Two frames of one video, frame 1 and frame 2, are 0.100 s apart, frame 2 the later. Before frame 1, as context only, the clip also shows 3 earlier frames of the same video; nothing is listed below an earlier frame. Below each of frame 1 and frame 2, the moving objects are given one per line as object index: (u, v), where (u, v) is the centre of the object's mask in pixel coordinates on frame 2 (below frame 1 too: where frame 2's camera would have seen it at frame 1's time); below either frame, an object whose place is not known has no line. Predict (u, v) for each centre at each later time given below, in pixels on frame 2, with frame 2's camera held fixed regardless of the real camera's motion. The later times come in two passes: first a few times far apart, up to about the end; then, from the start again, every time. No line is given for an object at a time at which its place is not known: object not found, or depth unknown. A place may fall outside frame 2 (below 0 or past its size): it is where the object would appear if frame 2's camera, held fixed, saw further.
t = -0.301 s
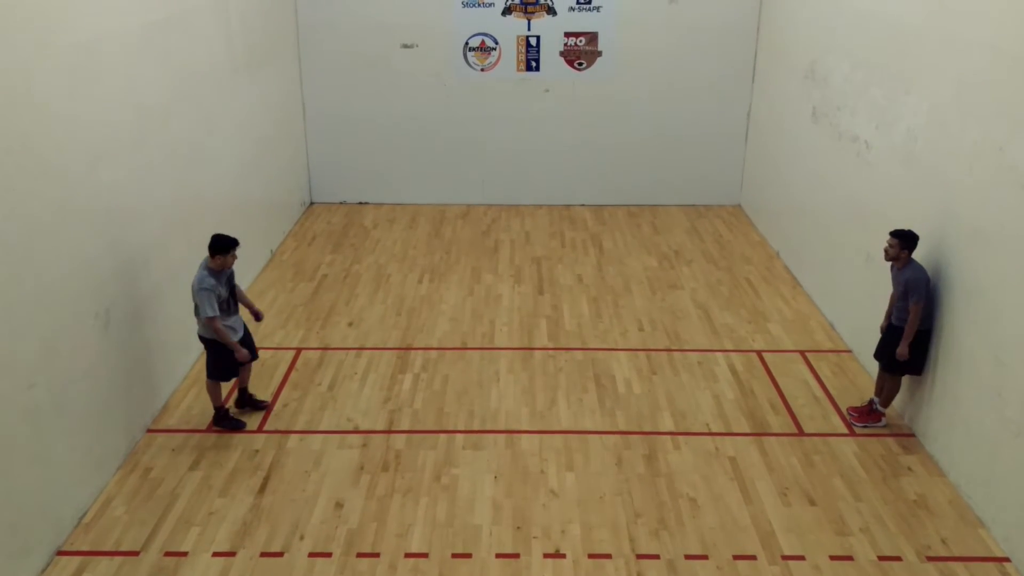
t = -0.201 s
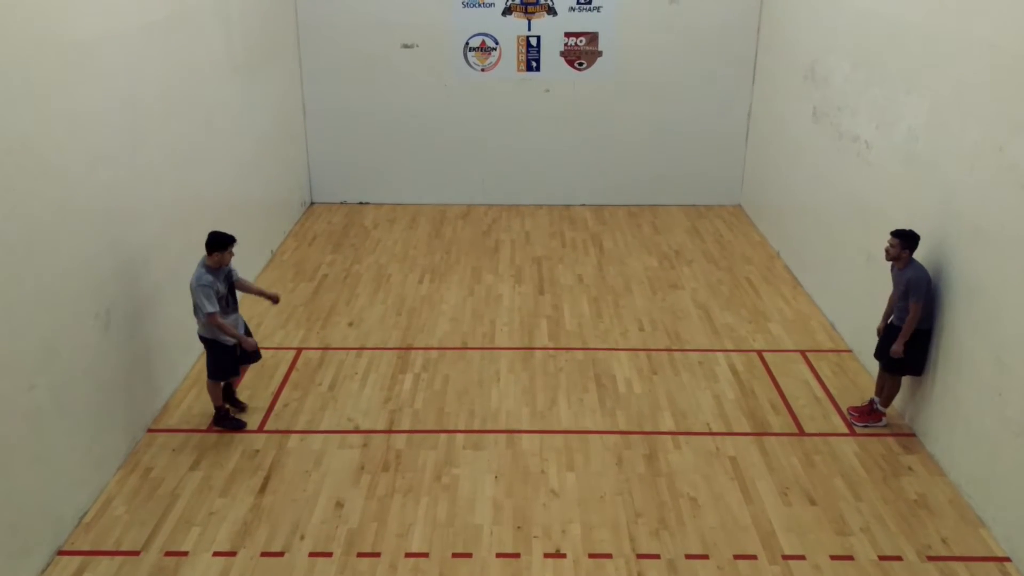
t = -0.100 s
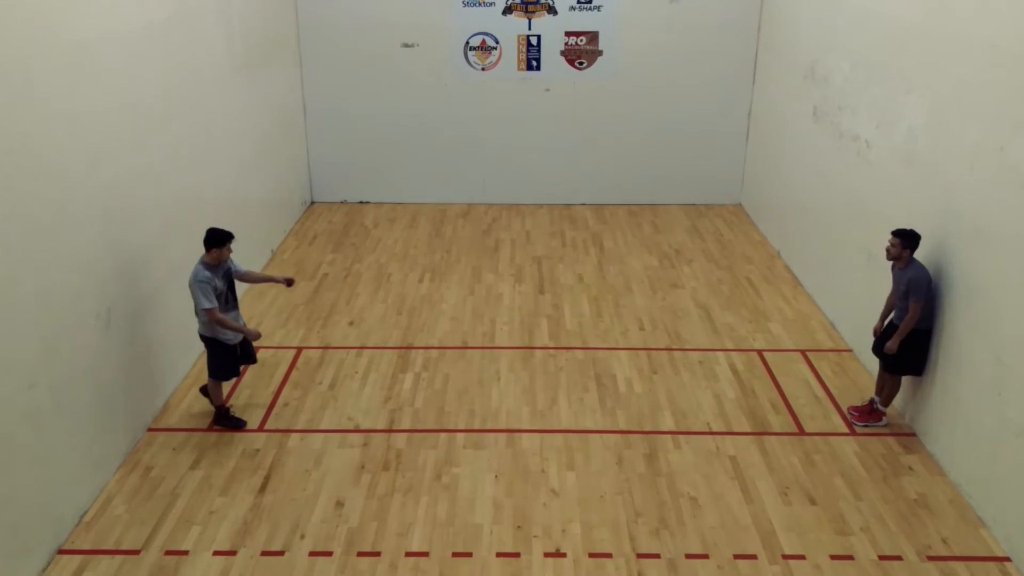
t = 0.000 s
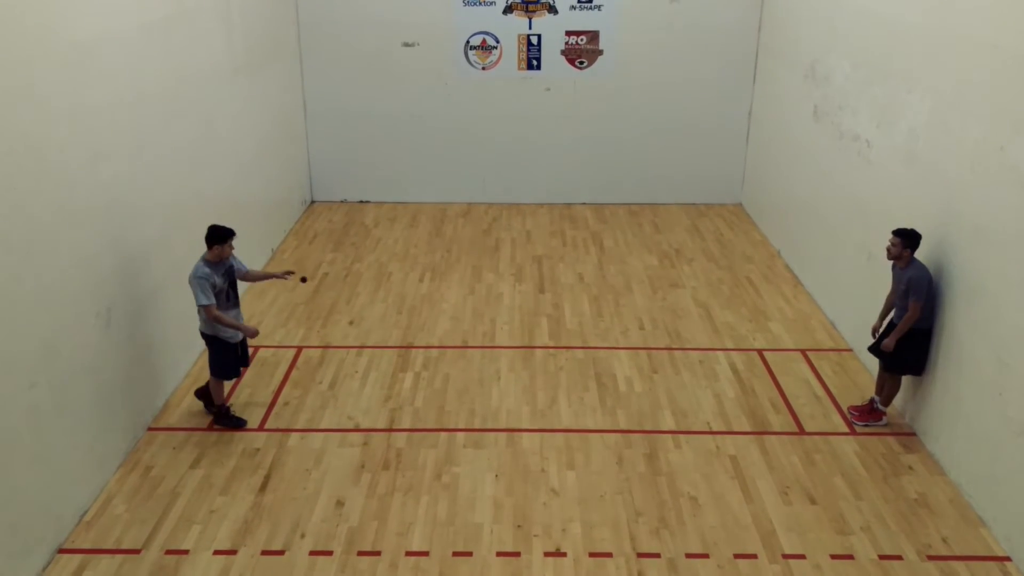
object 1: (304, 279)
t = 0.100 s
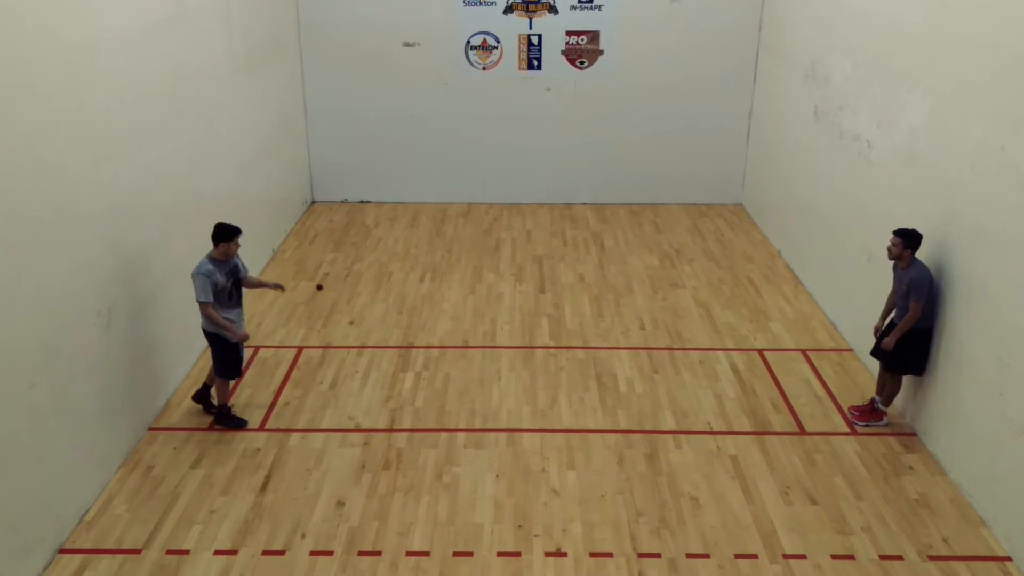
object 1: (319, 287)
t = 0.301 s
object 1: (351, 334)
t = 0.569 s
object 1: (378, 334)
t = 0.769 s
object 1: (390, 293)
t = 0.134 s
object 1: (325, 292)
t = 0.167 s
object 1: (330, 298)
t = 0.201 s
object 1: (335, 305)
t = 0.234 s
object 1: (340, 314)
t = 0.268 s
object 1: (346, 324)
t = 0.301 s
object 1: (351, 334)
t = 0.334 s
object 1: (356, 346)
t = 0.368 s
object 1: (362, 359)
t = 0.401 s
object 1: (367, 372)
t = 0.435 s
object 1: (372, 384)
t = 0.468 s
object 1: (373, 369)
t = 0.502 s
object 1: (375, 356)
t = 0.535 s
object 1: (377, 344)
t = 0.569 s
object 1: (378, 334)
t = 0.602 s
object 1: (380, 324)
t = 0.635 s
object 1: (382, 316)
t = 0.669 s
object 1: (384, 309)
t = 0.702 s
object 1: (386, 302)
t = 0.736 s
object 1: (388, 297)
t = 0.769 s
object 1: (390, 293)
